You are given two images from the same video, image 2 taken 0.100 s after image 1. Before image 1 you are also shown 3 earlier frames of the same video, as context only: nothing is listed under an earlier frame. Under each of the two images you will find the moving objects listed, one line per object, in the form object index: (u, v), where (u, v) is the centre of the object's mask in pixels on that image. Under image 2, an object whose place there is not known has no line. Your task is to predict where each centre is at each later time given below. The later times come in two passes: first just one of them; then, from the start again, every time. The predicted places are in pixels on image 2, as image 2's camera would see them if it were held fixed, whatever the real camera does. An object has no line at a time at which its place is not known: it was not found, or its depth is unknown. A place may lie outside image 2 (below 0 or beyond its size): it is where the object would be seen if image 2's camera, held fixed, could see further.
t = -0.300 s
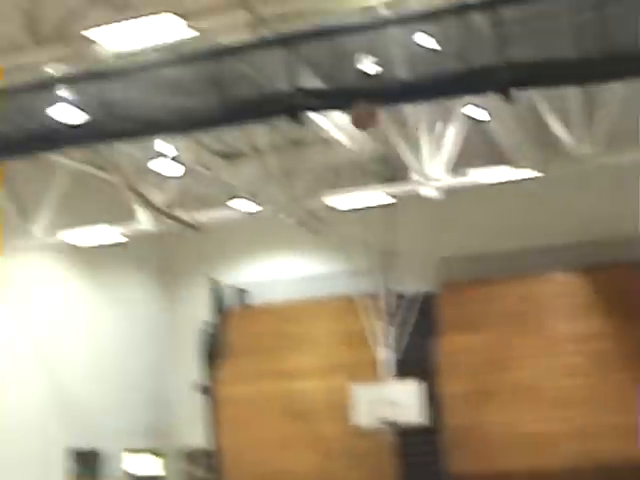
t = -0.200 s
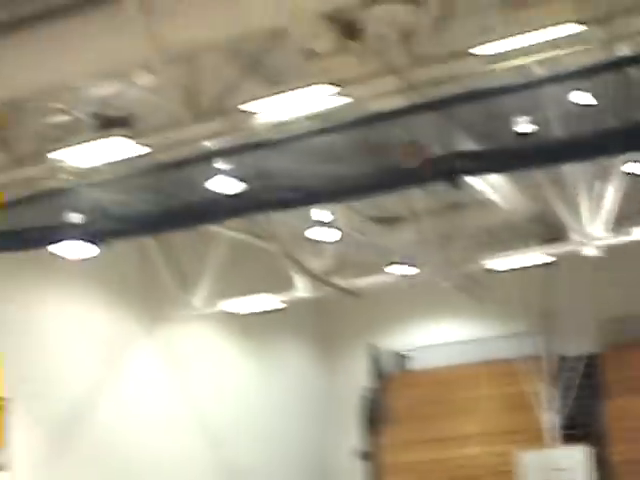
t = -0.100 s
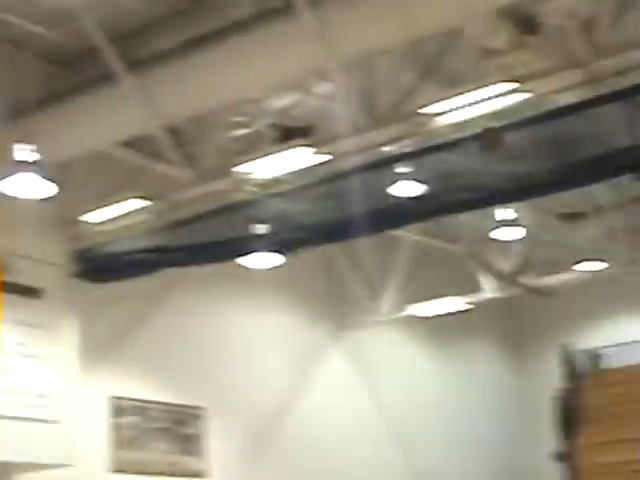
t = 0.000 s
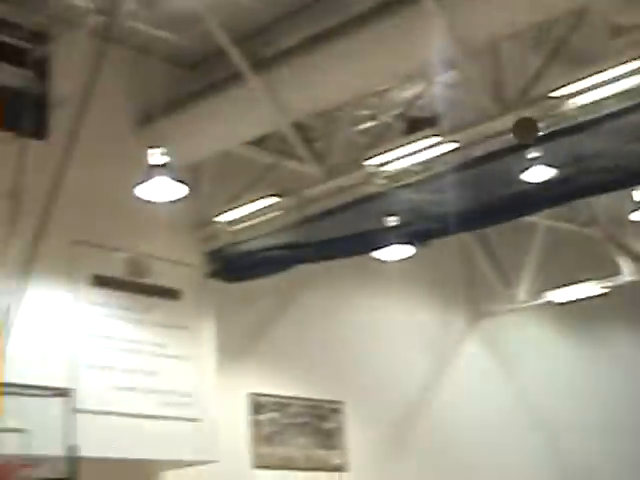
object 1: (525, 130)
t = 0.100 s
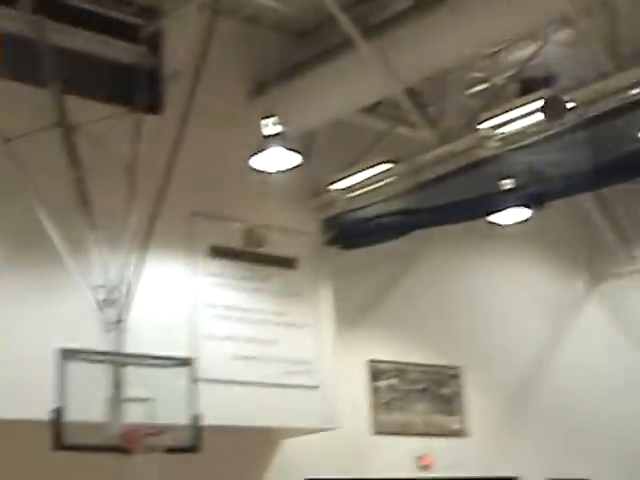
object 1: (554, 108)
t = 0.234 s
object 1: (448, 147)
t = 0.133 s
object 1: (526, 117)
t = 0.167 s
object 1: (498, 127)
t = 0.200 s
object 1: (473, 137)
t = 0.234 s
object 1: (448, 147)
